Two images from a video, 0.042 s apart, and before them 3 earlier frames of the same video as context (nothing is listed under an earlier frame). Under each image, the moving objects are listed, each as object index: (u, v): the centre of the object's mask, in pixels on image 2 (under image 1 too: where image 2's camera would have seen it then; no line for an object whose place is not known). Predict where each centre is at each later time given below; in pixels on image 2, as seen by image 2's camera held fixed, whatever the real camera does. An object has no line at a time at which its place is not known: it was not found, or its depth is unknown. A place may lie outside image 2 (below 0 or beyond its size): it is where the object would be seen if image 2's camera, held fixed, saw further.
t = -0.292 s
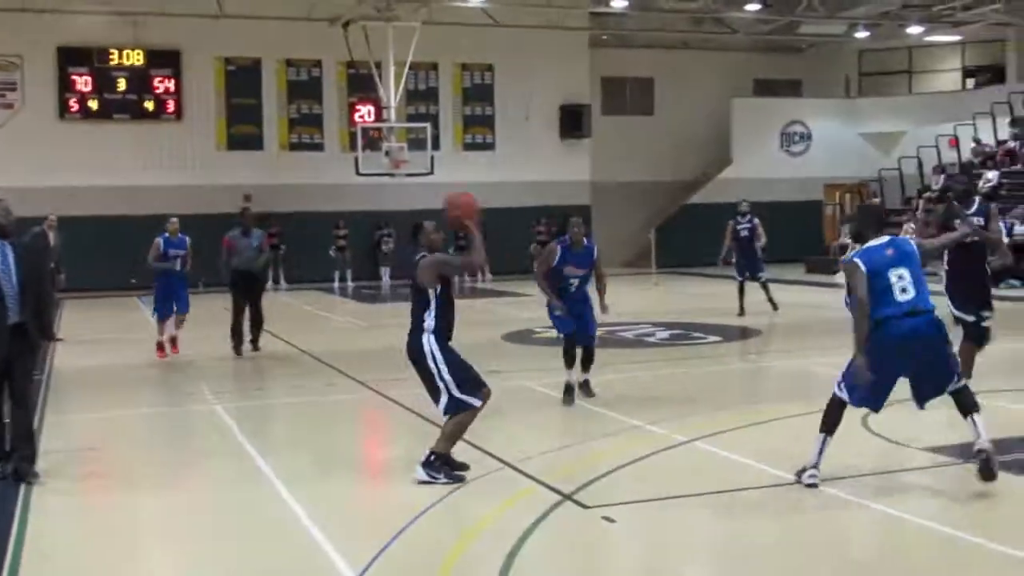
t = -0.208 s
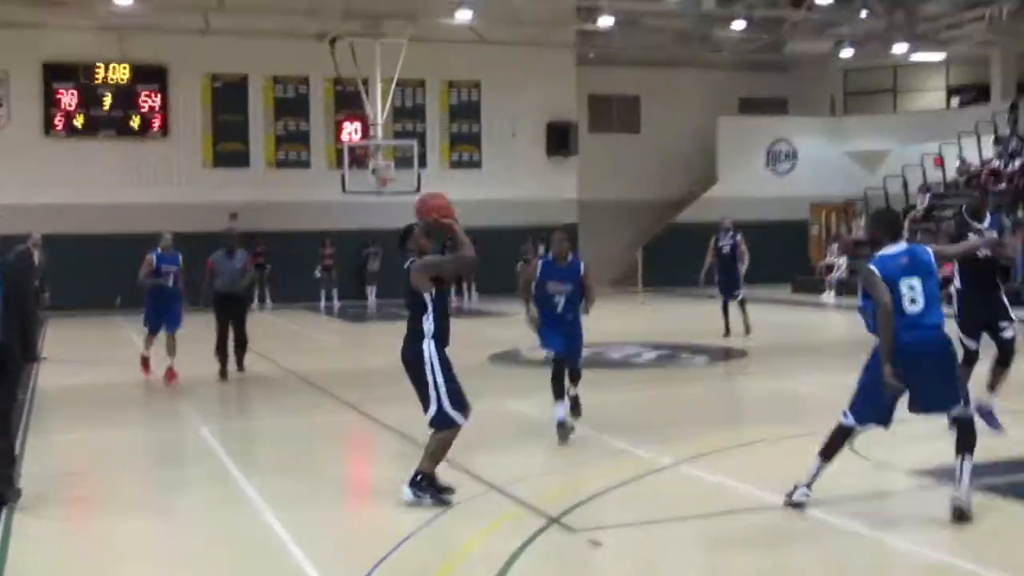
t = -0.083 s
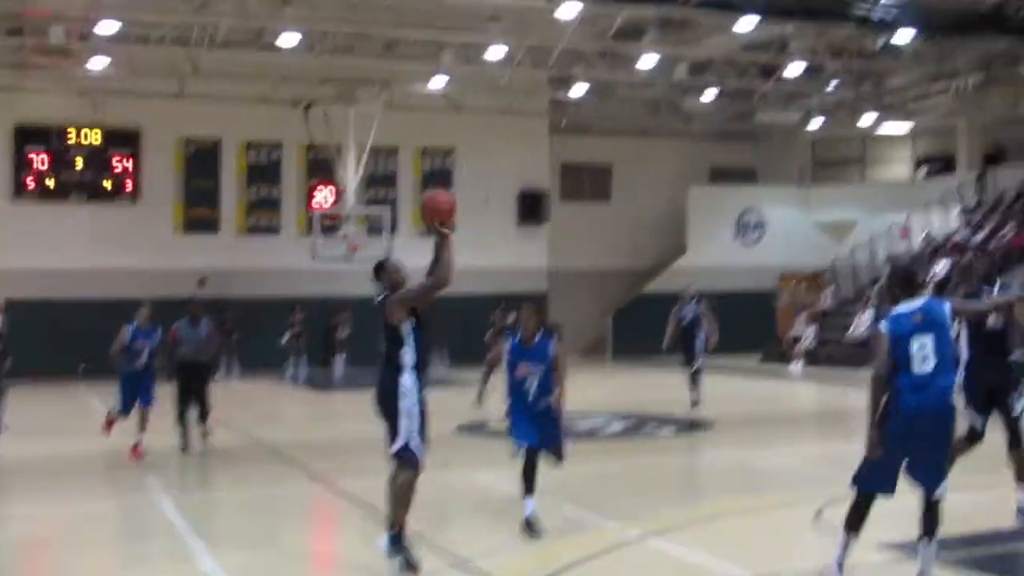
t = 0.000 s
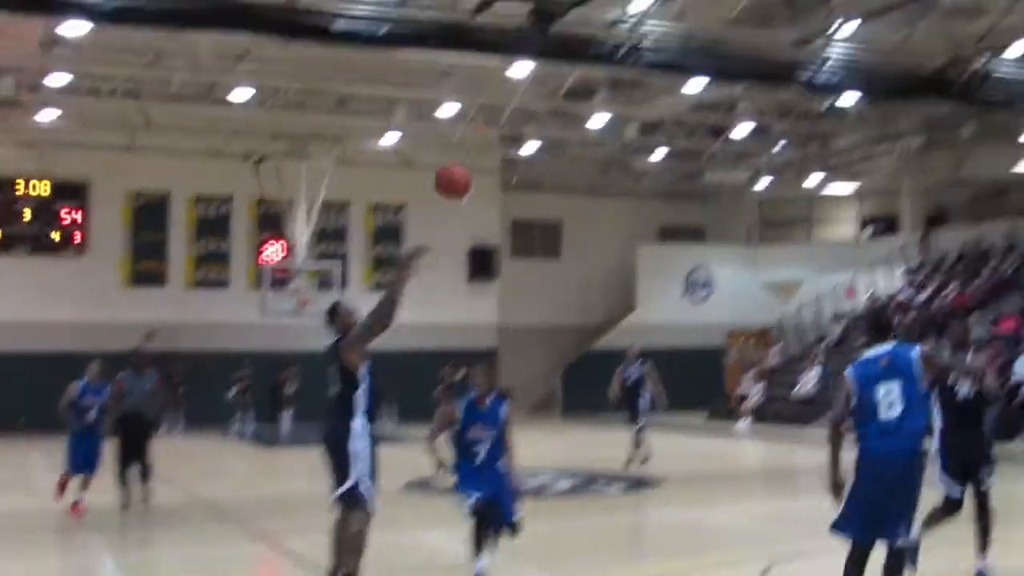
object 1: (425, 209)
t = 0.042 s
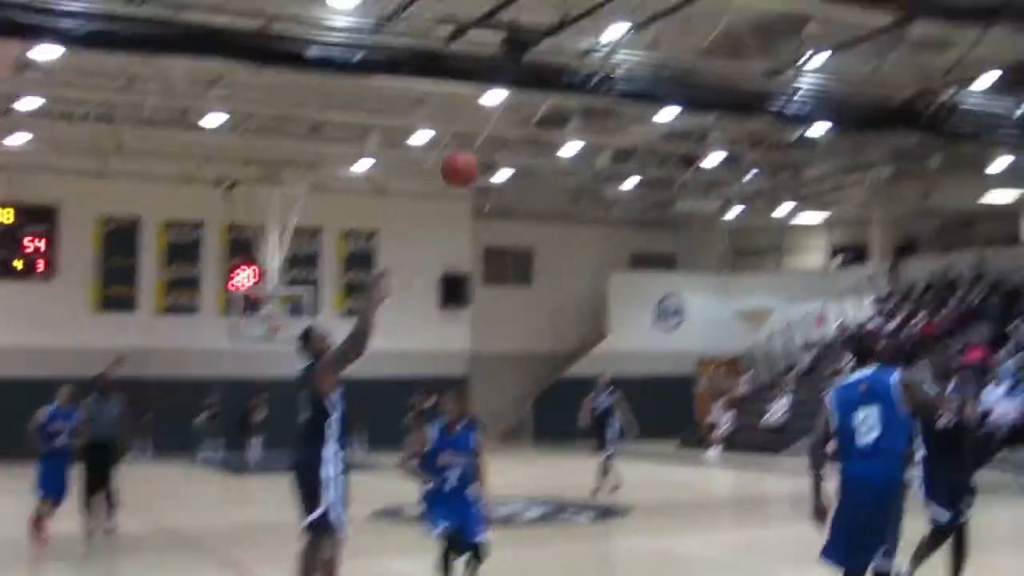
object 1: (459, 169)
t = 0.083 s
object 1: (494, 132)
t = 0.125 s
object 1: (530, 96)
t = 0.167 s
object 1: (568, 65)
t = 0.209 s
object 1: (602, 34)
